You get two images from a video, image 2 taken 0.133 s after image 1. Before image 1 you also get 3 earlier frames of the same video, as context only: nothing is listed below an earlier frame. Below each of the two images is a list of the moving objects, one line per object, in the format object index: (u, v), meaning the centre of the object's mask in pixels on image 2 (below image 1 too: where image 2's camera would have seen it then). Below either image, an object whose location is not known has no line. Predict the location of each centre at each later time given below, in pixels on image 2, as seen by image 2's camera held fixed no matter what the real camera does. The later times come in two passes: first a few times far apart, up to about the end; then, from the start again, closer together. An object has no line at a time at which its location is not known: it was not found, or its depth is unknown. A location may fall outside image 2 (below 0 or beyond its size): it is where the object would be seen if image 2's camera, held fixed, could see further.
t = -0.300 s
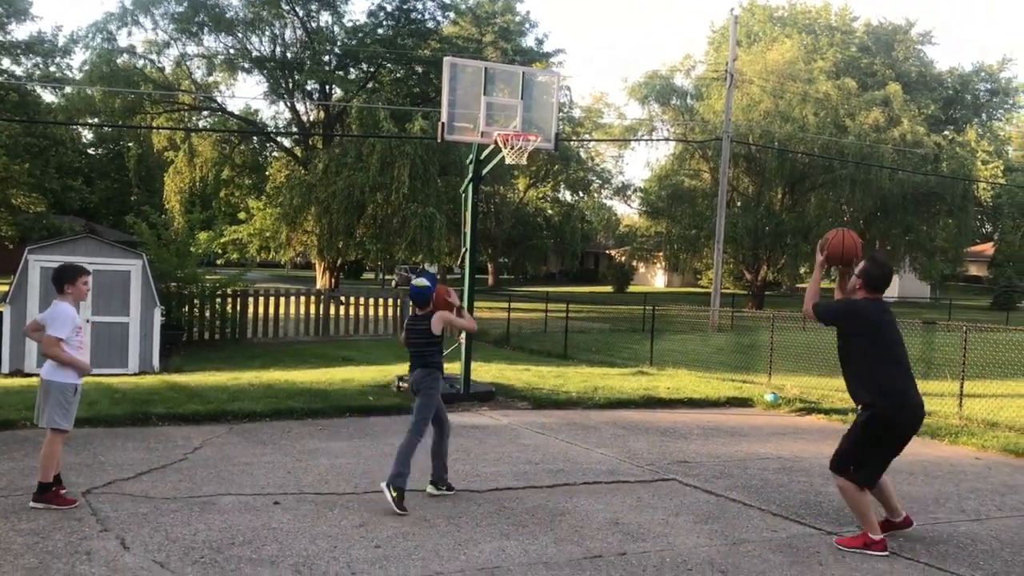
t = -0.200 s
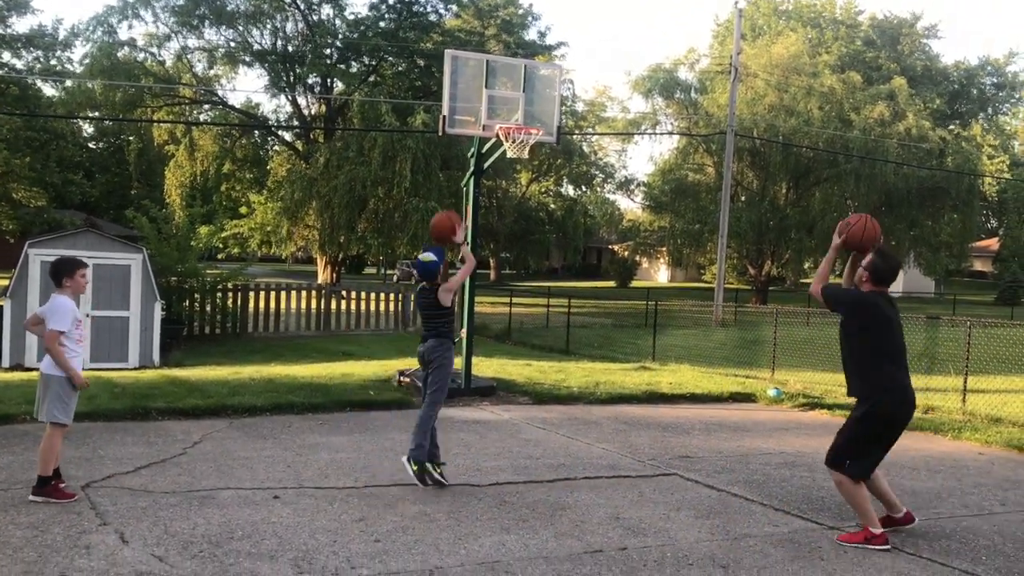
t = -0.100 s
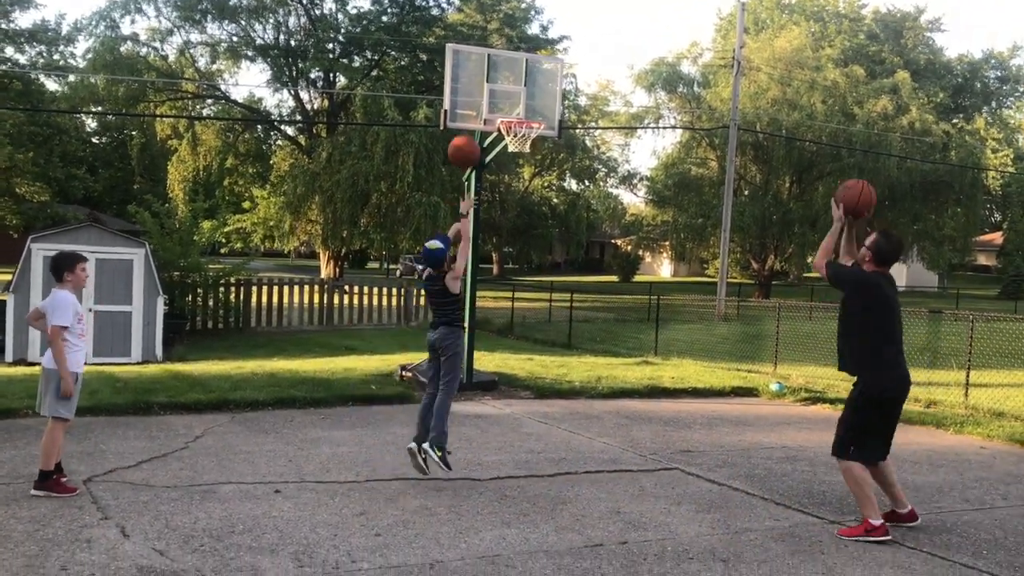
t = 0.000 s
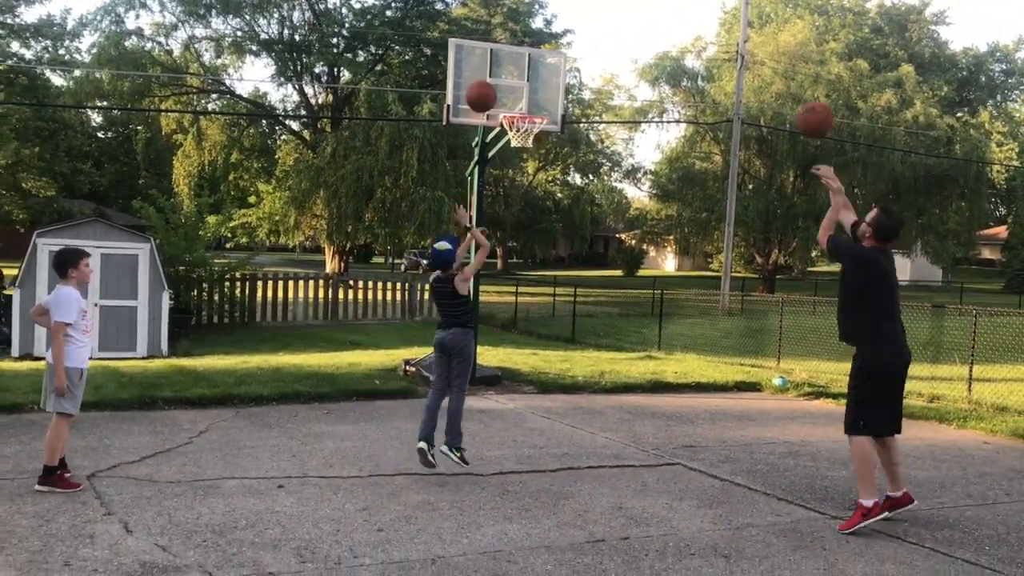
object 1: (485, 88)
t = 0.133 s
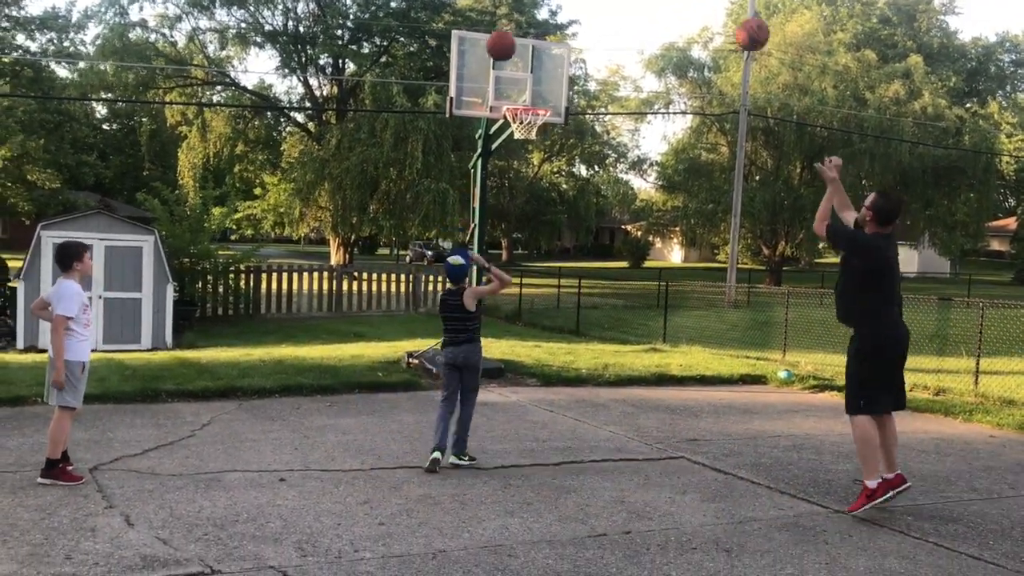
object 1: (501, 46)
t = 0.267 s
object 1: (515, 27)
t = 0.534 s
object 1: (537, 53)
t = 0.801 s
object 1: (565, 94)
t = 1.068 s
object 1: (612, 126)
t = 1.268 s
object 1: (643, 197)
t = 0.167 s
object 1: (505, 39)
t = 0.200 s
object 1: (508, 34)
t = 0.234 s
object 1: (512, 30)
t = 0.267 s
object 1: (515, 27)
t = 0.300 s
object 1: (518, 26)
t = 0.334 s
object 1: (521, 27)
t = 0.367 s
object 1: (524, 29)
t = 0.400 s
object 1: (527, 31)
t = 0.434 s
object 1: (530, 35)
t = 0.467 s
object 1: (532, 40)
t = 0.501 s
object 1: (535, 46)
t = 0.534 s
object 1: (537, 53)
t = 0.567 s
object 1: (539, 62)
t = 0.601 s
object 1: (541, 70)
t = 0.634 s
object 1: (543, 80)
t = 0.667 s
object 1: (544, 91)
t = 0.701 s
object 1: (547, 99)
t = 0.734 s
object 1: (553, 96)
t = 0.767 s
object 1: (559, 95)
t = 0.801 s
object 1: (565, 94)
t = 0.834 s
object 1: (571, 94)
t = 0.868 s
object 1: (578, 95)
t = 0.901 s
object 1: (583, 97)
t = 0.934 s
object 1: (587, 101)
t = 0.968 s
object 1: (595, 105)
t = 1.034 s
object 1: (606, 118)
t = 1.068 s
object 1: (612, 126)
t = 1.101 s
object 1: (617, 135)
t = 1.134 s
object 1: (623, 145)
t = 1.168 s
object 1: (628, 157)
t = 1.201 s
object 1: (633, 169)
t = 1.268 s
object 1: (643, 197)
